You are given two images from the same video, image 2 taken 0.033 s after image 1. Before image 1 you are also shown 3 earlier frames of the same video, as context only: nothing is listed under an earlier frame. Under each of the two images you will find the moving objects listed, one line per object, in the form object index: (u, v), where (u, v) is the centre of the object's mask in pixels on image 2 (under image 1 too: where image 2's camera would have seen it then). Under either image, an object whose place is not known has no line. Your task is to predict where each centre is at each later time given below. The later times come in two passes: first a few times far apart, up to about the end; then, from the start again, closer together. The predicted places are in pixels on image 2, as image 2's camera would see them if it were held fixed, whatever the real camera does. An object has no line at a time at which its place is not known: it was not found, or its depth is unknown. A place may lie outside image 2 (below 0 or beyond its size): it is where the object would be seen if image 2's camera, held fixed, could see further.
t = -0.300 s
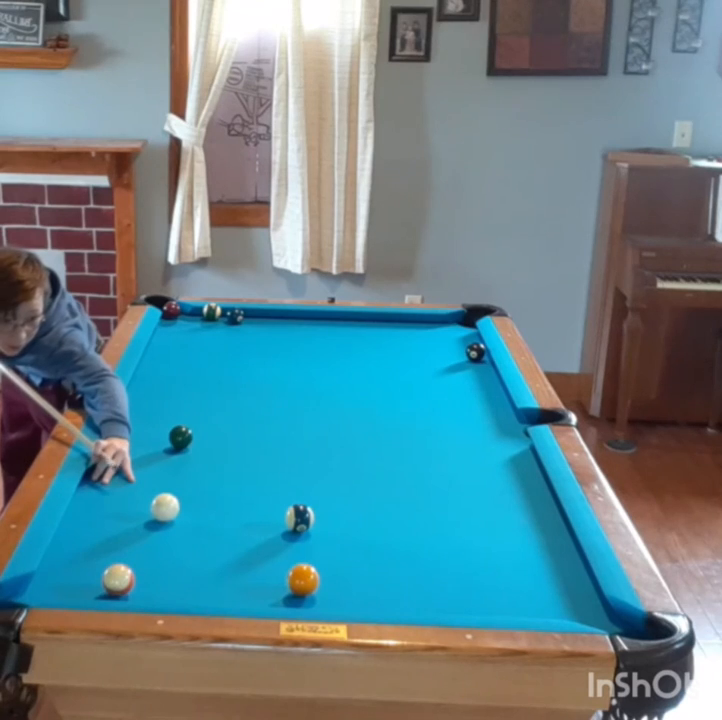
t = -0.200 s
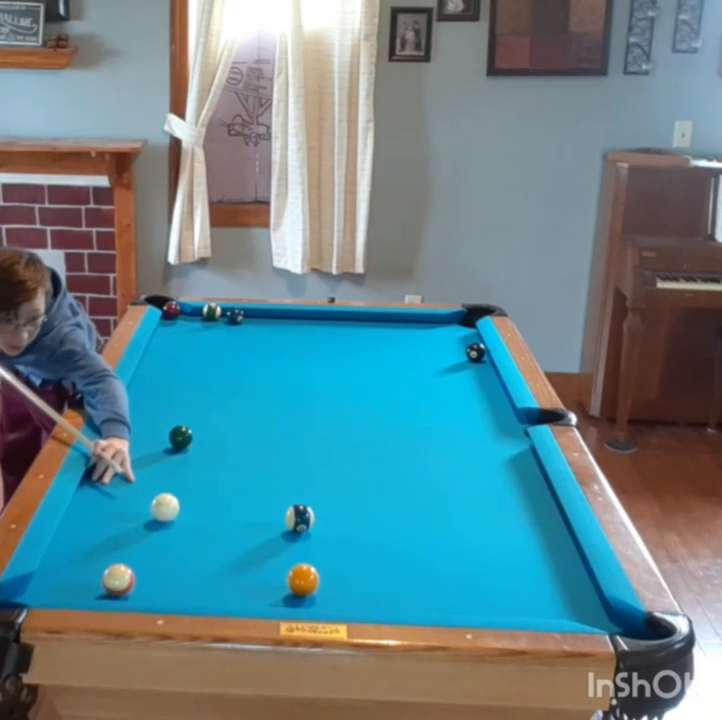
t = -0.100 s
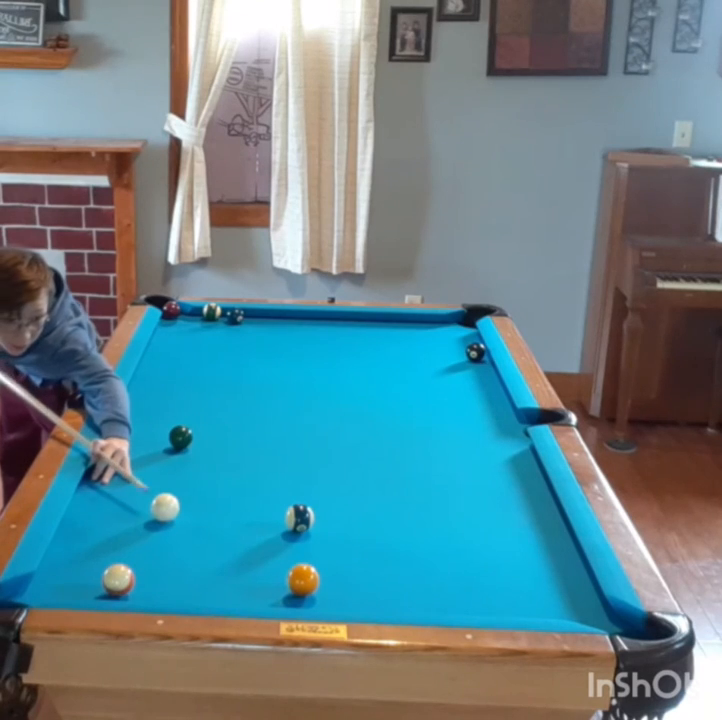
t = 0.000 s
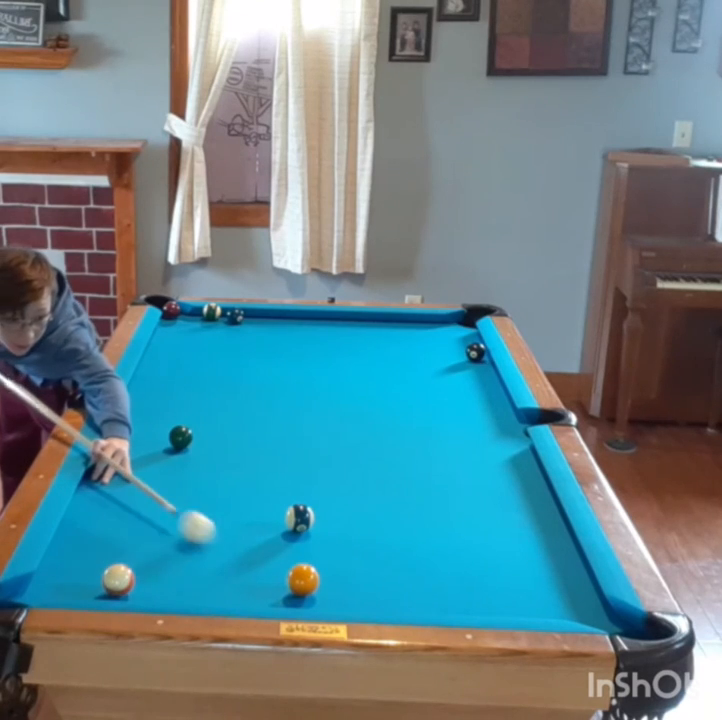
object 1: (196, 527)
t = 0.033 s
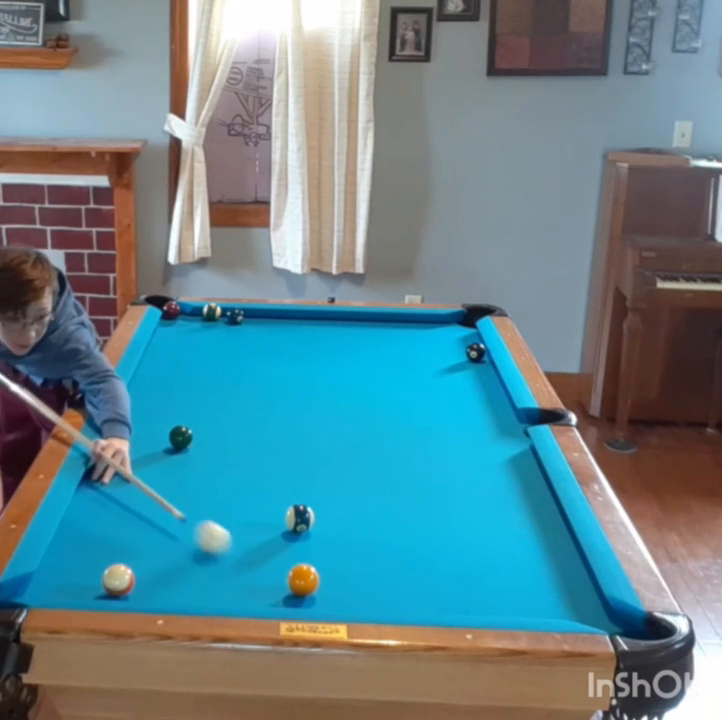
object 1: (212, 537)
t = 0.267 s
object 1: (268, 594)
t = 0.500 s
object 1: (267, 559)
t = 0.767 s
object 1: (268, 526)
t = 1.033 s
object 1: (269, 497)
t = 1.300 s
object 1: (269, 473)
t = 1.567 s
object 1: (269, 452)
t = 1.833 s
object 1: (269, 434)
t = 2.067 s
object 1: (268, 419)
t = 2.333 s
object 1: (266, 405)
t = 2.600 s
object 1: (265, 393)
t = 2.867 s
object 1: (264, 381)
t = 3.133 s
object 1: (263, 371)
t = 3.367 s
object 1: (261, 364)
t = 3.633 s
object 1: (259, 355)
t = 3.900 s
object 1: (257, 347)
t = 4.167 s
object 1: (255, 340)
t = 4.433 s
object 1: (253, 334)
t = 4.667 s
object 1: (252, 329)
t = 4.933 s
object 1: (250, 324)
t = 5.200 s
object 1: (248, 320)
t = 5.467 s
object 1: (251, 317)
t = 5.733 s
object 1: (254, 315)
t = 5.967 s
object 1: (256, 314)
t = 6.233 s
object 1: (257, 313)
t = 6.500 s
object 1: (257, 313)
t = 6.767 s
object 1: (257, 313)
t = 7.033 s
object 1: (257, 313)
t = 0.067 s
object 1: (228, 548)
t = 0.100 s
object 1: (244, 558)
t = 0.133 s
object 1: (261, 569)
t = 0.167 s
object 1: (270, 580)
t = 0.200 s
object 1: (269, 589)
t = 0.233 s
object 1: (269, 595)
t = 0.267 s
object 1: (268, 594)
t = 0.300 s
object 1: (267, 589)
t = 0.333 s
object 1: (266, 584)
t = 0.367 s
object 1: (266, 578)
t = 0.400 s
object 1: (266, 573)
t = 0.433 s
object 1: (267, 568)
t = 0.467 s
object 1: (267, 564)
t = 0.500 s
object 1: (267, 559)
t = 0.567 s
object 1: (268, 550)
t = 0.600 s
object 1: (267, 546)
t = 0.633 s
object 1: (268, 542)
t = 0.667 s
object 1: (268, 538)
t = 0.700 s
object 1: (268, 534)
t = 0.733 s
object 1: (268, 529)
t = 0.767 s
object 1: (268, 526)
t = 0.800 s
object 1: (268, 522)
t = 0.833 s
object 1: (268, 518)
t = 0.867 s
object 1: (268, 514)
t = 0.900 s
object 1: (268, 511)
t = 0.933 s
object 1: (268, 507)
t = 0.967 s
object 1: (268, 504)
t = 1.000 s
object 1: (269, 500)
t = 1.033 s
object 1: (269, 497)
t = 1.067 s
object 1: (269, 494)
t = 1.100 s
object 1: (269, 490)
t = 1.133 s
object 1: (269, 487)
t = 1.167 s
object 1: (269, 484)
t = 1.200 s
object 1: (269, 481)
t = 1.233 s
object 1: (269, 478)
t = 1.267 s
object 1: (269, 476)
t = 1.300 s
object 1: (269, 473)
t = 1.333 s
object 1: (269, 470)
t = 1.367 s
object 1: (269, 467)
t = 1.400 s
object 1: (269, 465)
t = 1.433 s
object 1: (269, 462)
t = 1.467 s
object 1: (269, 459)
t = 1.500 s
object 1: (269, 457)
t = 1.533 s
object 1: (269, 454)
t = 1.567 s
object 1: (269, 452)
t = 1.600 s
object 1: (269, 449)
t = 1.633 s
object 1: (269, 447)
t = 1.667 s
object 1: (269, 445)
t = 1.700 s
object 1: (269, 442)
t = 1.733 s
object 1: (269, 440)
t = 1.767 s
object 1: (269, 438)
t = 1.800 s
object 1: (269, 436)
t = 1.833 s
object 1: (269, 434)
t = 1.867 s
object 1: (269, 432)
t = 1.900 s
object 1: (269, 430)
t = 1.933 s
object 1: (269, 427)
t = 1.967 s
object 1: (268, 426)
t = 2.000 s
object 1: (268, 424)
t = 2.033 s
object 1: (268, 421)
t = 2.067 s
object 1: (268, 419)
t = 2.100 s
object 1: (268, 417)
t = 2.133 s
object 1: (268, 416)
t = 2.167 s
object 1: (268, 414)
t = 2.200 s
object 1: (267, 412)
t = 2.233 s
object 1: (267, 410)
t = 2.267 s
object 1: (267, 408)
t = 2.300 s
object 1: (266, 407)
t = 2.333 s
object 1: (266, 405)
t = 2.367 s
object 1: (266, 403)
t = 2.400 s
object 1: (266, 402)
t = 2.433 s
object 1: (266, 400)
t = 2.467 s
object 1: (266, 399)
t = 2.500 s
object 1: (266, 397)
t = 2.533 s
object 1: (265, 396)
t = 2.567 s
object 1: (266, 394)
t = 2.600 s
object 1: (265, 393)
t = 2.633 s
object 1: (265, 391)
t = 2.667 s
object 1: (265, 390)
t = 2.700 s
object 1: (265, 388)
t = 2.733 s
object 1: (265, 387)
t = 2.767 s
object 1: (265, 385)
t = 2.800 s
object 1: (265, 384)
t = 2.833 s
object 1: (265, 383)
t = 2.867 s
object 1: (264, 381)
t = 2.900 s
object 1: (264, 380)
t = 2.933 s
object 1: (264, 379)
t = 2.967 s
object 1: (264, 378)
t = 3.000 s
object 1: (264, 376)
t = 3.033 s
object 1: (263, 375)
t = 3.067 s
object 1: (263, 374)
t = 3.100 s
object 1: (263, 373)
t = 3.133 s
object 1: (263, 371)
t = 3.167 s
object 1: (263, 370)
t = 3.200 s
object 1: (262, 369)
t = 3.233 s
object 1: (262, 368)
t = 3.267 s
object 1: (262, 367)
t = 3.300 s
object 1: (262, 366)
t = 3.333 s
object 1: (261, 365)
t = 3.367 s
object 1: (261, 364)
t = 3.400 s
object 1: (261, 363)
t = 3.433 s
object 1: (261, 362)
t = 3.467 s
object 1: (260, 361)
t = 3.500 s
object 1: (260, 359)
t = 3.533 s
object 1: (260, 358)
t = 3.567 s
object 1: (260, 357)
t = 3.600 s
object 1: (260, 356)
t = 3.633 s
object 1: (259, 355)
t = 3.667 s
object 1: (259, 354)
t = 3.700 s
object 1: (259, 353)
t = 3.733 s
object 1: (259, 352)
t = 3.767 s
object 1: (258, 352)
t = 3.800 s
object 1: (258, 351)
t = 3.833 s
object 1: (257, 349)
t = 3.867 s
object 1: (257, 348)
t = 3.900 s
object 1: (257, 347)
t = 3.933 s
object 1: (257, 346)
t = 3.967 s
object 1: (257, 345)
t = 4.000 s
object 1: (256, 344)
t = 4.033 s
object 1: (256, 343)
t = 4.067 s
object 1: (256, 343)
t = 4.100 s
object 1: (256, 342)
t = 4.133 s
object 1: (255, 341)
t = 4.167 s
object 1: (255, 340)
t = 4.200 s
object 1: (255, 339)
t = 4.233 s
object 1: (255, 339)
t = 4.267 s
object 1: (254, 338)
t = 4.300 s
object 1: (254, 337)
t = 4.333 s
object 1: (254, 336)
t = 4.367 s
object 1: (254, 336)
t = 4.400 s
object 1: (253, 335)
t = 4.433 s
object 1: (253, 334)
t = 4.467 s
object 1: (253, 334)
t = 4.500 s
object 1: (253, 333)
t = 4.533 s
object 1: (252, 332)
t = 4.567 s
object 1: (252, 332)
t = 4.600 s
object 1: (252, 331)
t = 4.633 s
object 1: (252, 330)
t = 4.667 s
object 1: (252, 329)
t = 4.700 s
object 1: (251, 329)
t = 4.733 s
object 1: (251, 328)
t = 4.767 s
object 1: (251, 327)
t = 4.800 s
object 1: (251, 327)
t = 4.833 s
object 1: (250, 326)
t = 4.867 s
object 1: (250, 326)
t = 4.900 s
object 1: (250, 325)
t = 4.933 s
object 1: (250, 324)
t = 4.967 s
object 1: (250, 324)
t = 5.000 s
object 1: (249, 323)
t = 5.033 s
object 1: (249, 322)
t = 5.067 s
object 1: (249, 322)
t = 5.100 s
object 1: (249, 321)
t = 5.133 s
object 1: (249, 321)
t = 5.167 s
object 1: (248, 320)
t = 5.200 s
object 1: (248, 320)
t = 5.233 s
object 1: (248, 319)
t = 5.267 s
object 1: (248, 318)
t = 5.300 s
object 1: (248, 318)
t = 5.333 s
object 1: (248, 318)
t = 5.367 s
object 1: (249, 318)
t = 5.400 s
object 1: (250, 317)
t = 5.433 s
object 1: (250, 317)
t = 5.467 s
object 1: (251, 317)
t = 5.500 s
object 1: (251, 317)
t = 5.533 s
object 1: (252, 317)
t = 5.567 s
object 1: (252, 316)
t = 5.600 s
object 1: (253, 316)
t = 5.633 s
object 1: (253, 316)
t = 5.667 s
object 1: (254, 315)
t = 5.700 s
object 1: (254, 315)
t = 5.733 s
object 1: (254, 315)
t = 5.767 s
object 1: (255, 315)
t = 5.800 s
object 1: (255, 315)
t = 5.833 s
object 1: (255, 314)
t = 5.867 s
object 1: (256, 314)
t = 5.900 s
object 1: (256, 314)
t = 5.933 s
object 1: (256, 314)
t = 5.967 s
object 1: (256, 314)
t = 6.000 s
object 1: (256, 314)
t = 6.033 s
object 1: (257, 313)
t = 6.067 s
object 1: (257, 313)
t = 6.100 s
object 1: (257, 313)
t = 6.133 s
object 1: (257, 313)
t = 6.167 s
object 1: (257, 313)
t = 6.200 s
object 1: (258, 313)
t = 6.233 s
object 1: (257, 313)
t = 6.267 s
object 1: (257, 313)
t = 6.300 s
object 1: (257, 313)
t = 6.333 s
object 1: (257, 313)
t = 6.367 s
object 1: (257, 313)
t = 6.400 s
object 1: (257, 313)
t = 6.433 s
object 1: (258, 313)
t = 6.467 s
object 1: (258, 313)
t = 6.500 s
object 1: (257, 313)
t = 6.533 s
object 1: (258, 313)
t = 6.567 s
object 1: (257, 313)
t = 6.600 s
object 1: (257, 313)
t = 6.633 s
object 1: (258, 313)
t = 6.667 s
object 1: (257, 313)
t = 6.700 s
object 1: (257, 313)
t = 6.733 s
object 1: (257, 313)
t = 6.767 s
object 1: (257, 313)
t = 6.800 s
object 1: (258, 313)
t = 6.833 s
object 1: (257, 313)
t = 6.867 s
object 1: (257, 313)
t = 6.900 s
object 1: (257, 313)
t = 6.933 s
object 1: (257, 313)
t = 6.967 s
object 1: (257, 313)
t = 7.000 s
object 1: (258, 313)
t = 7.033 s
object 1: (257, 313)
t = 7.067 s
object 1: (257, 313)
